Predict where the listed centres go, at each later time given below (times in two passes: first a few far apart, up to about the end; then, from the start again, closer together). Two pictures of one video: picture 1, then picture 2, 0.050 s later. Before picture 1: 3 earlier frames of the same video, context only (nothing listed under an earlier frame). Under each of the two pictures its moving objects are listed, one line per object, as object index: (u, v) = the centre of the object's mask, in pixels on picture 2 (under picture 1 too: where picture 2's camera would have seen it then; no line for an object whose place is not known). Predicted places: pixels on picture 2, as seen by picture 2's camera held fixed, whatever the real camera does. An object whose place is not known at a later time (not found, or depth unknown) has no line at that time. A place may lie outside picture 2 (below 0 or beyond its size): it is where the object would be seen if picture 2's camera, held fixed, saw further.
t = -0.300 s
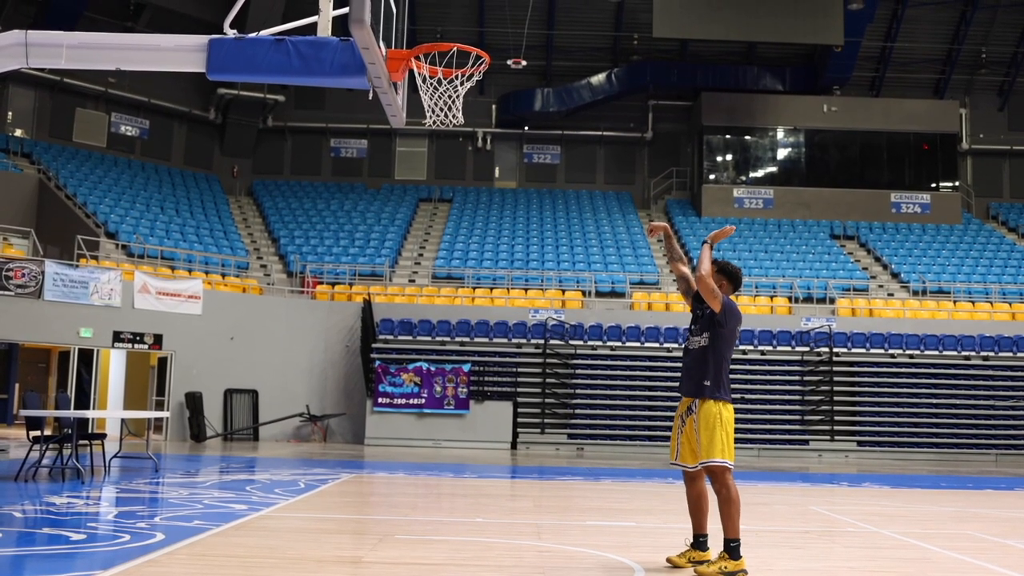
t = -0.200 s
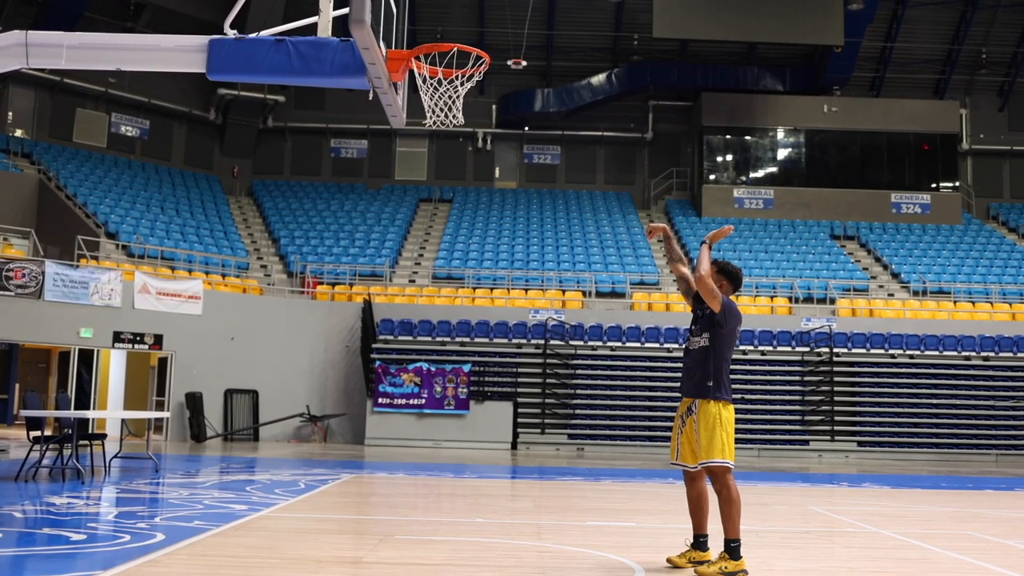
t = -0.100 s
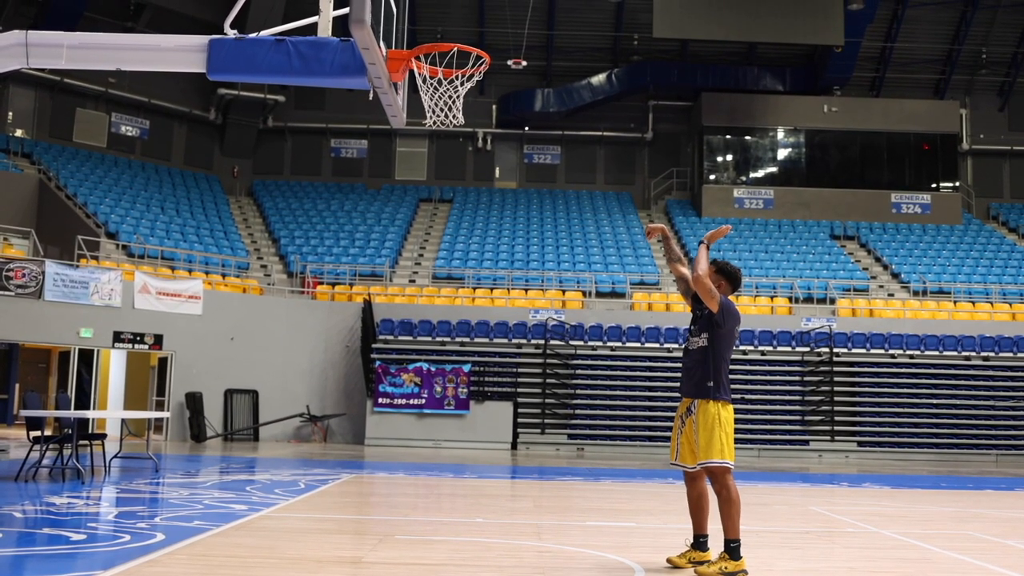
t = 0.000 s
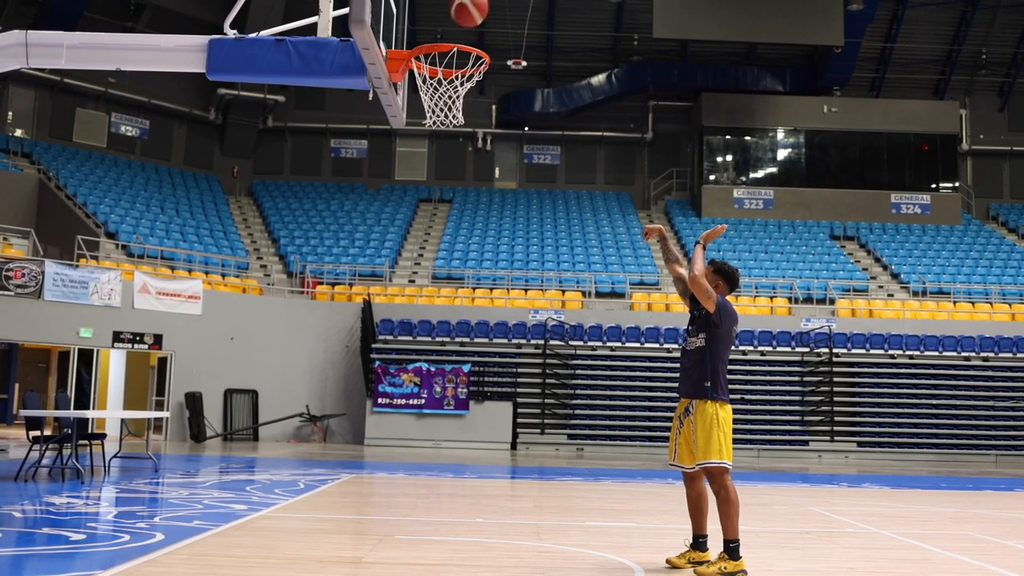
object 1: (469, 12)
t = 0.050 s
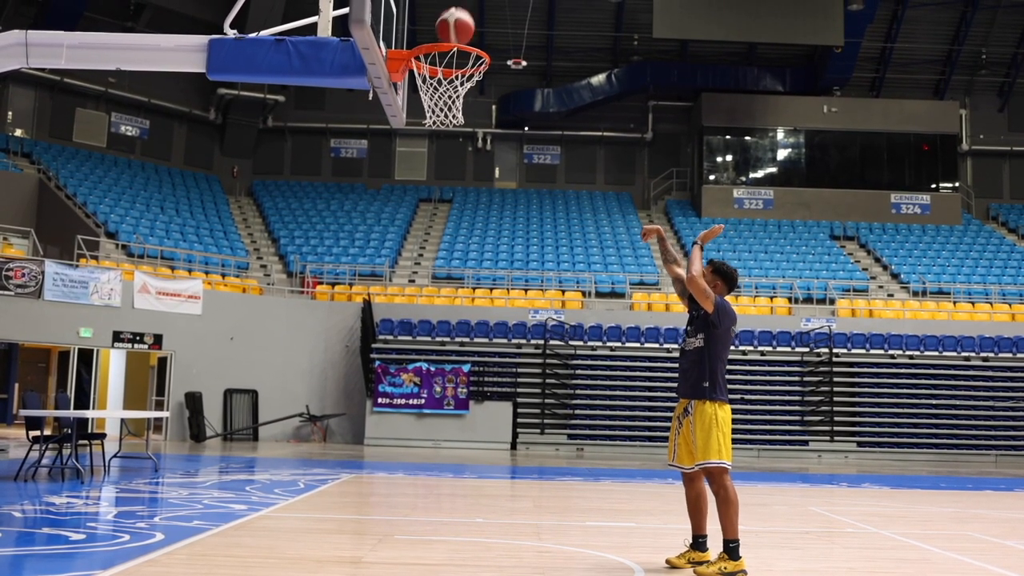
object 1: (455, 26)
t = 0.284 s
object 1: (437, 142)
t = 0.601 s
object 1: (437, 434)
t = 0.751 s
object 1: (451, 502)
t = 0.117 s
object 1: (439, 65)
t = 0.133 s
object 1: (437, 69)
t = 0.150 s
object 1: (436, 75)
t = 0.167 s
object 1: (436, 81)
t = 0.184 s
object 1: (435, 90)
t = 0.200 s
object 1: (435, 99)
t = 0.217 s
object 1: (435, 106)
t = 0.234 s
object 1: (436, 115)
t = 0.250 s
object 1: (437, 126)
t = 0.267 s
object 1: (438, 133)
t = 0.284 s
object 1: (437, 142)
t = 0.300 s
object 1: (438, 152)
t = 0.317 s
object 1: (438, 163)
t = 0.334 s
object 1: (438, 175)
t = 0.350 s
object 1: (438, 187)
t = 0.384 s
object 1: (439, 211)
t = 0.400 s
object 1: (438, 225)
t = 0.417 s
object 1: (439, 239)
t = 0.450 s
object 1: (439, 268)
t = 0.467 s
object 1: (438, 285)
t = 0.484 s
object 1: (439, 301)
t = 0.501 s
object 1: (439, 319)
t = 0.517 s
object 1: (439, 336)
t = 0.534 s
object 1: (439, 355)
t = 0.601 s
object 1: (437, 434)
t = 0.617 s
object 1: (437, 455)
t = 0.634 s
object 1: (437, 477)
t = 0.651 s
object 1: (436, 500)
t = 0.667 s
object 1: (436, 523)
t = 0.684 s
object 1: (435, 547)
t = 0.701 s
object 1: (438, 549)
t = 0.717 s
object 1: (442, 533)
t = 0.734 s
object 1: (446, 517)
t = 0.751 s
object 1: (451, 502)
